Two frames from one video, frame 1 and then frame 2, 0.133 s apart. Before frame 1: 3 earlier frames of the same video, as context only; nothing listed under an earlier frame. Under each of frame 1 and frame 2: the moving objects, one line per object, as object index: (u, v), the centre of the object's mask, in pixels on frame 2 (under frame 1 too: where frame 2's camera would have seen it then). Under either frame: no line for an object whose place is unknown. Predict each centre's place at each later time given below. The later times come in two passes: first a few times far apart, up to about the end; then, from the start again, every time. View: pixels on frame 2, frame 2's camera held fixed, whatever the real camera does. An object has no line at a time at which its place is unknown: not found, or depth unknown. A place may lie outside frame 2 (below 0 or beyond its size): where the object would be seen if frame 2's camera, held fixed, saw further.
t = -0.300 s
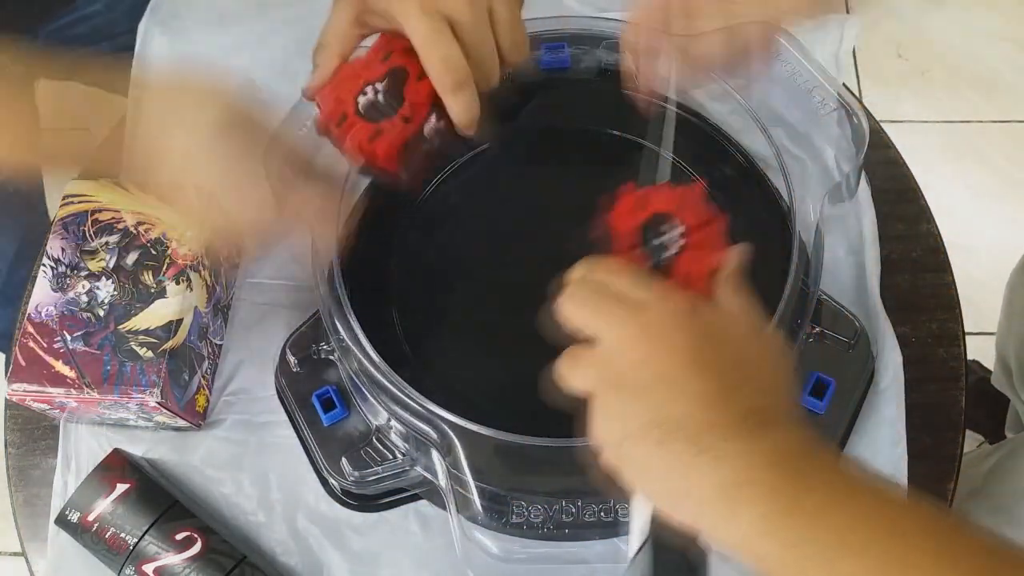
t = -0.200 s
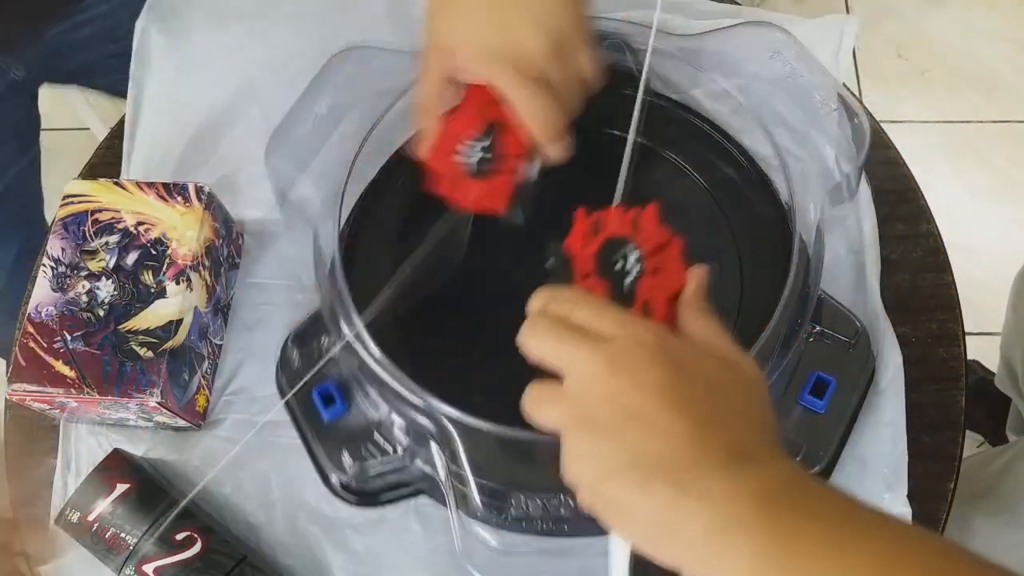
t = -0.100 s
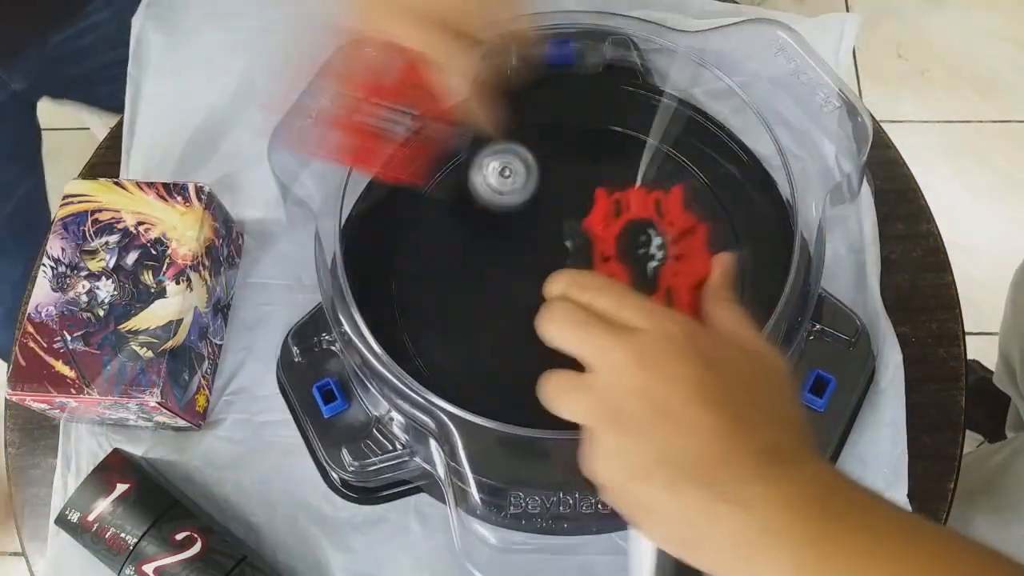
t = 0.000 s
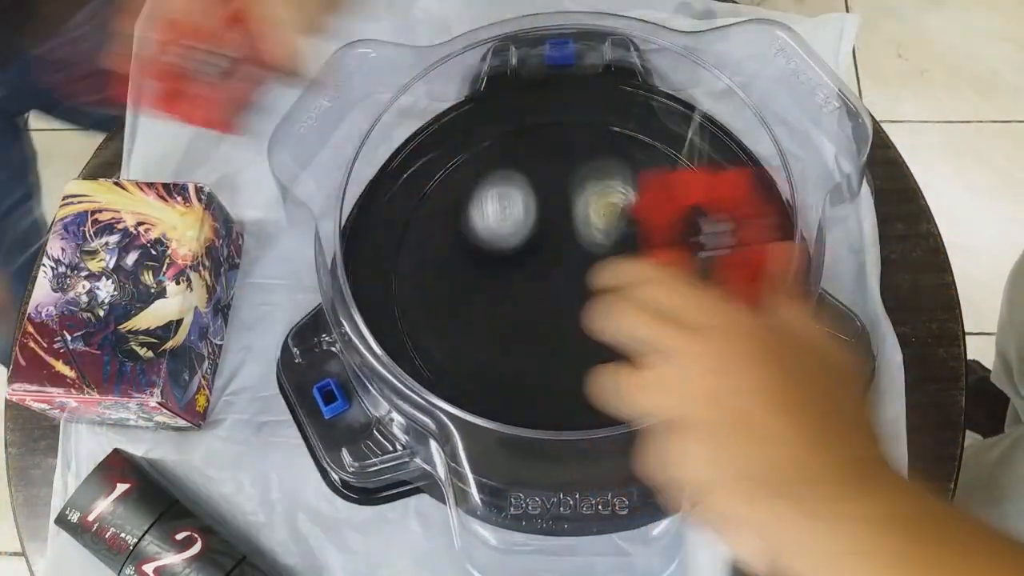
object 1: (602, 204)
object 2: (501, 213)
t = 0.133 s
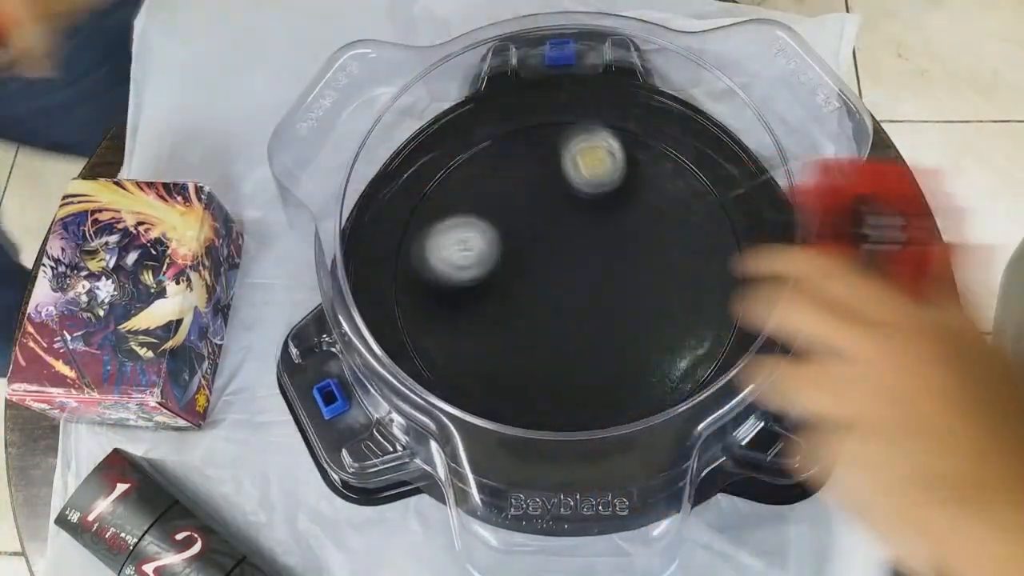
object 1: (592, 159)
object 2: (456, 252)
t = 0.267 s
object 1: (573, 148)
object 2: (414, 234)
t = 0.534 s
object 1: (572, 186)
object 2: (416, 294)
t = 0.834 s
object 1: (615, 250)
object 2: (426, 298)
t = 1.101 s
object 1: (617, 299)
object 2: (484, 331)
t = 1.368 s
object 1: (598, 307)
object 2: (474, 352)
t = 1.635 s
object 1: (608, 287)
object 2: (537, 397)
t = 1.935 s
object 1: (665, 203)
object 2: (522, 347)
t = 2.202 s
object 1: (657, 100)
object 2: (578, 335)
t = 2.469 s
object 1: (557, 186)
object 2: (597, 342)
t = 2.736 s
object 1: (542, 323)
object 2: (644, 299)
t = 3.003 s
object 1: (532, 401)
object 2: (688, 261)
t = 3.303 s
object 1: (476, 416)
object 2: (662, 243)
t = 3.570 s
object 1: (517, 338)
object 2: (684, 196)
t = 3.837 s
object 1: (449, 338)
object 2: (623, 121)
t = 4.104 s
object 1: (470, 378)
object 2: (586, 117)
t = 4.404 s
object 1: (600, 260)
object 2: (474, 213)
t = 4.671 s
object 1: (602, 196)
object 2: (431, 226)
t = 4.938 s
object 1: (561, 229)
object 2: (486, 332)
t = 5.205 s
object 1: (573, 287)
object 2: (493, 381)
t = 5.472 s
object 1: (586, 280)
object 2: (597, 358)
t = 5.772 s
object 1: (558, 251)
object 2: (663, 341)
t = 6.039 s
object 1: (553, 242)
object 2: (656, 247)
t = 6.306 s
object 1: (570, 248)
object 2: (650, 191)
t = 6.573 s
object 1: (557, 326)
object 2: (602, 142)
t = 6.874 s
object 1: (546, 381)
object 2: (578, 172)
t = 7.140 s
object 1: (533, 330)
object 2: (489, 263)
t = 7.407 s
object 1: (560, 257)
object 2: (413, 312)
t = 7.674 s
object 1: (590, 207)
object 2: (491, 321)
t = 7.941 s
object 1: (614, 219)
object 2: (618, 323)
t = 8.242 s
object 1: (604, 274)
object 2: (709, 300)
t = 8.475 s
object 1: (564, 312)
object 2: (651, 258)
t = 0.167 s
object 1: (588, 150)
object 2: (440, 253)
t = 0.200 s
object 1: (584, 147)
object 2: (425, 250)
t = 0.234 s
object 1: (578, 146)
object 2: (411, 243)
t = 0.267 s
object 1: (573, 148)
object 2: (414, 234)
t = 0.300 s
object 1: (567, 153)
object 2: (430, 226)
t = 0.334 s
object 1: (557, 160)
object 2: (447, 220)
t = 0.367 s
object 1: (549, 168)
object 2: (460, 219)
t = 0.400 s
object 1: (542, 177)
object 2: (471, 224)
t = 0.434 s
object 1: (542, 183)
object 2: (469, 244)
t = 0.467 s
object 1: (552, 183)
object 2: (453, 266)
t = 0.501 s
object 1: (563, 184)
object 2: (434, 284)
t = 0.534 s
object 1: (572, 186)
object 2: (416, 294)
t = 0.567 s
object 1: (581, 191)
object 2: (405, 294)
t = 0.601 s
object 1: (588, 196)
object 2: (410, 288)
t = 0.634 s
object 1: (592, 203)
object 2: (417, 284)
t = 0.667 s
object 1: (596, 210)
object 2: (424, 281)
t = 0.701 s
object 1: (600, 217)
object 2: (428, 279)
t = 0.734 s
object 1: (604, 225)
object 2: (431, 281)
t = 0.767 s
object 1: (609, 234)
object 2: (431, 286)
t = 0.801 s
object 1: (612, 242)
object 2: (429, 292)
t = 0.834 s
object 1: (615, 250)
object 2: (426, 298)
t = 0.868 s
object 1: (617, 258)
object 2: (421, 302)
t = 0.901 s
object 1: (618, 265)
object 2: (419, 301)
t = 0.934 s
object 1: (618, 273)
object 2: (421, 298)
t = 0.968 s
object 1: (619, 279)
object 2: (429, 297)
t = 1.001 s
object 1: (619, 285)
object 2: (442, 299)
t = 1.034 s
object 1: (619, 290)
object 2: (457, 305)
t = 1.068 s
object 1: (618, 295)
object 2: (471, 317)
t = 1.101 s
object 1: (617, 299)
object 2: (484, 331)
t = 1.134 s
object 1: (615, 302)
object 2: (492, 348)
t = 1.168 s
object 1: (613, 304)
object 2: (495, 363)
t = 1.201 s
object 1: (611, 306)
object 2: (492, 377)
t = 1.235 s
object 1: (609, 307)
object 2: (485, 385)
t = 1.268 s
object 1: (606, 306)
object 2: (474, 383)
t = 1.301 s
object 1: (604, 306)
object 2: (469, 373)
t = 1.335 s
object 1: (601, 306)
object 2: (468, 362)
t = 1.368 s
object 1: (598, 307)
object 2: (474, 352)
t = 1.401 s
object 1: (596, 306)
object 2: (486, 345)
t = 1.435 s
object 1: (593, 306)
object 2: (504, 340)
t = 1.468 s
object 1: (593, 305)
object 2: (521, 342)
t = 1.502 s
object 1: (598, 300)
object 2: (535, 351)
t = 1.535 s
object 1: (604, 295)
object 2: (544, 365)
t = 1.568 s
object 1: (607, 292)
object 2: (548, 378)
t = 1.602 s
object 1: (608, 289)
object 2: (545, 391)
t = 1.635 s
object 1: (608, 287)
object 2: (537, 397)
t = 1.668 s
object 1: (606, 286)
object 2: (524, 398)
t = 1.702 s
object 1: (604, 286)
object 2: (513, 391)
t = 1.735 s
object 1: (601, 286)
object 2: (506, 379)
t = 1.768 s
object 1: (597, 286)
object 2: (509, 362)
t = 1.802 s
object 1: (594, 287)
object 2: (519, 346)
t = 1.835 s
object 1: (604, 274)
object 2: (526, 335)
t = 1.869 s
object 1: (623, 255)
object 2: (524, 339)
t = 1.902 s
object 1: (646, 227)
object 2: (521, 346)
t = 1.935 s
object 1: (665, 203)
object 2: (522, 347)
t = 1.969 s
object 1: (680, 176)
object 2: (524, 345)
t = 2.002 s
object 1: (687, 156)
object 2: (528, 342)
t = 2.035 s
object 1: (687, 142)
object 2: (533, 339)
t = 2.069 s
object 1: (686, 130)
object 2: (540, 336)
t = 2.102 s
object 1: (682, 119)
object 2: (550, 334)
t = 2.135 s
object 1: (676, 110)
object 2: (559, 334)
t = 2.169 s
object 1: (668, 103)
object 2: (569, 333)
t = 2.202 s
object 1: (657, 100)
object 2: (578, 335)
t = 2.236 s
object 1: (645, 103)
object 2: (586, 337)
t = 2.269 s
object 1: (632, 108)
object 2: (592, 340)
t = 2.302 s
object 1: (620, 115)
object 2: (596, 343)
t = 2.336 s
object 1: (607, 123)
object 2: (599, 346)
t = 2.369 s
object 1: (593, 136)
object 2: (600, 349)
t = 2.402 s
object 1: (580, 151)
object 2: (599, 348)
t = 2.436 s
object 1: (568, 167)
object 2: (598, 346)
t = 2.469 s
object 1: (557, 186)
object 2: (597, 342)
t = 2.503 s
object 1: (547, 206)
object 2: (597, 335)
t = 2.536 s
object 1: (540, 225)
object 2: (599, 328)
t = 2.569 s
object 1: (535, 244)
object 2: (603, 319)
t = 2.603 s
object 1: (531, 261)
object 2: (610, 311)
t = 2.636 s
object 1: (531, 279)
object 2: (617, 304)
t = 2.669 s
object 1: (533, 295)
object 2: (627, 300)
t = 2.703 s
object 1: (536, 310)
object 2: (636, 299)
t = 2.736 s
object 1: (542, 323)
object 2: (644, 299)
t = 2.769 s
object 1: (549, 334)
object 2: (650, 300)
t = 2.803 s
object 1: (556, 342)
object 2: (653, 305)
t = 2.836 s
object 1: (565, 350)
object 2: (652, 308)
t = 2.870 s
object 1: (574, 355)
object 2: (649, 312)
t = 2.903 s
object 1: (575, 365)
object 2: (647, 306)
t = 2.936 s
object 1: (564, 378)
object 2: (654, 293)
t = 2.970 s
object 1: (547, 392)
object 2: (670, 275)
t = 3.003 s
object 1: (532, 401)
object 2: (688, 261)
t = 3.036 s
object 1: (519, 406)
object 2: (709, 251)
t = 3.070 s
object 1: (504, 416)
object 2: (721, 248)
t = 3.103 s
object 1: (493, 424)
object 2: (720, 253)
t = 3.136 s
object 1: (488, 425)
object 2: (706, 263)
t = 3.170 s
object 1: (482, 428)
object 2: (692, 270)
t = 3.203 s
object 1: (479, 425)
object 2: (681, 272)
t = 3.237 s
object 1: (477, 423)
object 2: (672, 266)
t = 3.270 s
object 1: (476, 419)
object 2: (665, 256)
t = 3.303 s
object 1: (476, 416)
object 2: (662, 243)
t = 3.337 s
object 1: (476, 411)
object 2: (660, 227)
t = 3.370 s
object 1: (481, 397)
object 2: (664, 214)
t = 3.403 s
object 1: (484, 393)
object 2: (667, 202)
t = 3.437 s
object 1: (487, 388)
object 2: (674, 192)
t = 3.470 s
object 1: (493, 379)
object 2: (681, 188)
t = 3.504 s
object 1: (499, 368)
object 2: (685, 187)
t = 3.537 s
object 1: (508, 353)
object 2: (686, 190)
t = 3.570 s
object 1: (517, 338)
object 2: (684, 196)
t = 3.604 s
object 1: (526, 322)
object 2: (675, 203)
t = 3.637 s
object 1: (534, 306)
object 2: (663, 210)
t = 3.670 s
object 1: (541, 289)
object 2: (646, 214)
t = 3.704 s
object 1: (548, 272)
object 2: (626, 216)
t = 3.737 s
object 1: (538, 269)
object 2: (612, 201)
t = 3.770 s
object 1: (515, 285)
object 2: (614, 172)
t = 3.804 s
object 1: (477, 317)
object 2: (620, 142)
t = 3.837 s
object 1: (449, 338)
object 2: (623, 121)
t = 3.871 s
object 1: (433, 352)
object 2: (621, 117)
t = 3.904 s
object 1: (424, 360)
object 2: (621, 112)
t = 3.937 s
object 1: (419, 370)
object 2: (621, 105)
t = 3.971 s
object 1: (428, 378)
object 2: (620, 97)
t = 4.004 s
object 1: (438, 381)
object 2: (614, 99)
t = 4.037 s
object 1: (448, 382)
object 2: (605, 104)
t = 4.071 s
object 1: (459, 381)
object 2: (595, 108)
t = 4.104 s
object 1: (470, 378)
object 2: (586, 117)
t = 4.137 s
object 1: (483, 373)
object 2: (579, 125)
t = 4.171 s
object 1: (501, 362)
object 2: (574, 137)
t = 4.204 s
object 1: (519, 349)
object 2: (565, 150)
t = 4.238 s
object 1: (536, 336)
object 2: (555, 165)
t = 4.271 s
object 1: (552, 320)
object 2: (540, 178)
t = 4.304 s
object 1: (566, 305)
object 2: (526, 190)
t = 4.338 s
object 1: (579, 289)
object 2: (509, 200)
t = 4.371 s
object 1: (591, 274)
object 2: (492, 208)
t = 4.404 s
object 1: (600, 260)
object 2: (474, 213)
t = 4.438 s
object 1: (607, 247)
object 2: (460, 218)
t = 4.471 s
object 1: (612, 235)
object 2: (444, 220)
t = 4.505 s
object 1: (615, 224)
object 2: (430, 222)
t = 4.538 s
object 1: (615, 216)
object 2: (419, 222)
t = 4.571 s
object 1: (614, 209)
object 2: (413, 222)
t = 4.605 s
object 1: (611, 203)
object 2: (416, 221)
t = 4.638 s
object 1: (607, 199)
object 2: (424, 222)
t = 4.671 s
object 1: (602, 196)
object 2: (431, 226)
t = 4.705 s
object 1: (596, 196)
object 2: (439, 234)
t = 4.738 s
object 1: (590, 198)
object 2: (447, 243)
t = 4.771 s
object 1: (584, 200)
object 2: (456, 255)
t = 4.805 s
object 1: (578, 205)
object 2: (465, 271)
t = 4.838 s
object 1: (573, 210)
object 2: (472, 285)
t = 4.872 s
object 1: (568, 216)
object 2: (477, 302)
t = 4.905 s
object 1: (564, 222)
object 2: (482, 318)
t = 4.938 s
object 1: (561, 229)
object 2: (486, 332)
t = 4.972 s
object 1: (559, 236)
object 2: (488, 347)
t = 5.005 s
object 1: (559, 243)
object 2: (489, 359)
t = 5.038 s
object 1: (560, 251)
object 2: (488, 371)
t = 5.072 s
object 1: (562, 258)
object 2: (487, 379)
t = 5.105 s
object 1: (564, 266)
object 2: (487, 384)
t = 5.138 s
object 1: (568, 273)
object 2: (487, 385)
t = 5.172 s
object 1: (571, 281)
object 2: (488, 384)
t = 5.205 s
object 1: (573, 287)
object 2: (493, 381)
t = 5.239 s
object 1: (575, 292)
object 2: (501, 378)
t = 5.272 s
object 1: (576, 296)
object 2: (512, 372)
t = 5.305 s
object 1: (577, 299)
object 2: (526, 366)
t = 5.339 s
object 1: (579, 298)
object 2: (538, 363)
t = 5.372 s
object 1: (582, 293)
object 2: (552, 361)
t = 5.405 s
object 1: (585, 289)
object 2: (566, 360)
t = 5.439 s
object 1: (586, 284)
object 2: (582, 359)
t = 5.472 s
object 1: (586, 280)
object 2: (597, 358)
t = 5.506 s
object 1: (585, 275)
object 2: (612, 356)
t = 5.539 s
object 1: (583, 271)
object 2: (625, 356)
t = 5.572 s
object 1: (580, 268)
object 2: (637, 355)
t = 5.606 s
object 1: (576, 264)
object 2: (649, 354)
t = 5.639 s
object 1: (572, 260)
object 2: (656, 353)
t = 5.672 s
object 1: (568, 257)
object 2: (661, 352)
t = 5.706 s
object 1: (564, 255)
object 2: (663, 350)
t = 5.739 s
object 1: (561, 253)
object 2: (664, 347)
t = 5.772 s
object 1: (558, 251)
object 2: (663, 341)
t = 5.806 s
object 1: (555, 249)
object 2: (661, 333)
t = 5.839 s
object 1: (553, 247)
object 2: (658, 320)
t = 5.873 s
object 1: (552, 246)
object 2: (657, 310)
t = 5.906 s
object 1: (551, 245)
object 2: (656, 298)
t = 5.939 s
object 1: (551, 244)
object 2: (656, 285)
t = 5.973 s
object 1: (551, 243)
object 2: (656, 273)
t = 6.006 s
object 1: (552, 243)
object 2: (656, 260)
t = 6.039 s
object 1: (553, 242)
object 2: (656, 247)
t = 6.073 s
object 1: (555, 243)
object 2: (657, 236)
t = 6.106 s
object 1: (556, 243)
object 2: (657, 224)
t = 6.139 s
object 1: (558, 243)
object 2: (658, 215)
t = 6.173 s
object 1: (560, 244)
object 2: (658, 206)
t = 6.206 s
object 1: (563, 245)
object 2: (658, 200)
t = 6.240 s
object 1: (565, 246)
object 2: (657, 196)
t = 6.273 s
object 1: (567, 247)
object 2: (655, 193)
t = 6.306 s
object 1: (570, 248)
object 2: (650, 191)
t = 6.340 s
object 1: (572, 250)
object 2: (645, 191)
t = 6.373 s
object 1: (575, 252)
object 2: (637, 192)
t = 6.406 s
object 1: (577, 253)
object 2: (627, 192)
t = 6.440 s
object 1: (578, 258)
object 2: (617, 191)
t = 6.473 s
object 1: (575, 271)
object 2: (608, 182)
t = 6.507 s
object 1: (568, 292)
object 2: (603, 167)
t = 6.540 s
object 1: (562, 311)
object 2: (602, 153)
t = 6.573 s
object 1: (557, 326)
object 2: (602, 142)
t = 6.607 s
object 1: (555, 340)
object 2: (603, 133)
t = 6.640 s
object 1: (554, 352)
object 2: (603, 127)
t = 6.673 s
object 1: (554, 361)
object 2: (602, 124)
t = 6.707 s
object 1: (553, 369)
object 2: (603, 127)
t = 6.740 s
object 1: (552, 374)
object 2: (600, 131)
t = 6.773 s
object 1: (551, 378)
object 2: (599, 137)
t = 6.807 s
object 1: (550, 381)
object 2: (593, 149)
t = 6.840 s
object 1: (548, 382)
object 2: (587, 160)
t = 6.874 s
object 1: (546, 381)
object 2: (578, 172)
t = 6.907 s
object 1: (544, 379)
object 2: (569, 184)
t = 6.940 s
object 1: (542, 375)
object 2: (558, 197)
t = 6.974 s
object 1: (540, 369)
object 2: (547, 209)
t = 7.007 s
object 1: (538, 363)
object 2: (536, 221)
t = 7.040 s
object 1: (537, 356)
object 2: (524, 232)
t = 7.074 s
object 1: (535, 347)
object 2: (512, 244)
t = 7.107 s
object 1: (534, 338)
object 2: (500, 254)
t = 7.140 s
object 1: (533, 330)
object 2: (489, 263)
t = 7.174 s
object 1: (534, 320)
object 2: (477, 273)
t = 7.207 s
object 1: (537, 311)
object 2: (465, 282)
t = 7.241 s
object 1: (541, 302)
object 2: (455, 289)
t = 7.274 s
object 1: (546, 293)
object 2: (442, 295)
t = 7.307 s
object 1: (551, 283)
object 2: (433, 302)
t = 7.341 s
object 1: (554, 273)
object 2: (423, 306)
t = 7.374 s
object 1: (556, 265)
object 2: (416, 309)
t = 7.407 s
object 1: (560, 257)
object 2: (413, 312)
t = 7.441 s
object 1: (563, 248)
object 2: (414, 315)
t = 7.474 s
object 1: (566, 240)
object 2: (417, 316)
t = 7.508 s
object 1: (569, 233)
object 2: (424, 316)
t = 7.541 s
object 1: (573, 227)
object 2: (433, 317)
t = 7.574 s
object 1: (577, 220)
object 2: (446, 316)
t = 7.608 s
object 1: (582, 215)
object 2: (461, 318)
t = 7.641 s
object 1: (586, 211)
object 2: (474, 320)
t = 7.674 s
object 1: (590, 207)
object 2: (491, 321)
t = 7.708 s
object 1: (594, 206)
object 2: (505, 324)
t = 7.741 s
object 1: (597, 205)
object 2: (522, 324)
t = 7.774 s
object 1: (601, 205)
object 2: (539, 327)
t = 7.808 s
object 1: (605, 207)
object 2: (554, 326)
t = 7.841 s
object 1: (607, 209)
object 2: (573, 327)
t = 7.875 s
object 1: (610, 212)
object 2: (586, 326)
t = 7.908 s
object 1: (613, 215)
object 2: (605, 324)
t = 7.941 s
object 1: (614, 219)
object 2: (618, 323)
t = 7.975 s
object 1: (616, 224)
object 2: (635, 319)
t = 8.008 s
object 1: (617, 229)
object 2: (650, 318)
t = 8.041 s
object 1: (617, 235)
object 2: (663, 314)
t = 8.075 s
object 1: (616, 241)
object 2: (676, 313)
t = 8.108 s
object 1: (615, 247)
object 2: (688, 309)
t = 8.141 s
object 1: (613, 253)
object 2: (698, 307)
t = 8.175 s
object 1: (611, 261)
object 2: (705, 305)
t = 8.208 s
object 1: (608, 267)
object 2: (709, 303)
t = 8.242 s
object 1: (604, 274)
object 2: (709, 300)
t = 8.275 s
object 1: (599, 281)
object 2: (705, 297)
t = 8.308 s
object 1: (595, 288)
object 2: (700, 293)
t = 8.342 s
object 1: (590, 293)
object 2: (692, 287)
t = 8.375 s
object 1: (583, 299)
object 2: (682, 281)
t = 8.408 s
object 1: (577, 305)
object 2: (671, 273)
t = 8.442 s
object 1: (571, 309)
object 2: (661, 266)
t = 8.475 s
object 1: (564, 312)
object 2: (651, 258)
